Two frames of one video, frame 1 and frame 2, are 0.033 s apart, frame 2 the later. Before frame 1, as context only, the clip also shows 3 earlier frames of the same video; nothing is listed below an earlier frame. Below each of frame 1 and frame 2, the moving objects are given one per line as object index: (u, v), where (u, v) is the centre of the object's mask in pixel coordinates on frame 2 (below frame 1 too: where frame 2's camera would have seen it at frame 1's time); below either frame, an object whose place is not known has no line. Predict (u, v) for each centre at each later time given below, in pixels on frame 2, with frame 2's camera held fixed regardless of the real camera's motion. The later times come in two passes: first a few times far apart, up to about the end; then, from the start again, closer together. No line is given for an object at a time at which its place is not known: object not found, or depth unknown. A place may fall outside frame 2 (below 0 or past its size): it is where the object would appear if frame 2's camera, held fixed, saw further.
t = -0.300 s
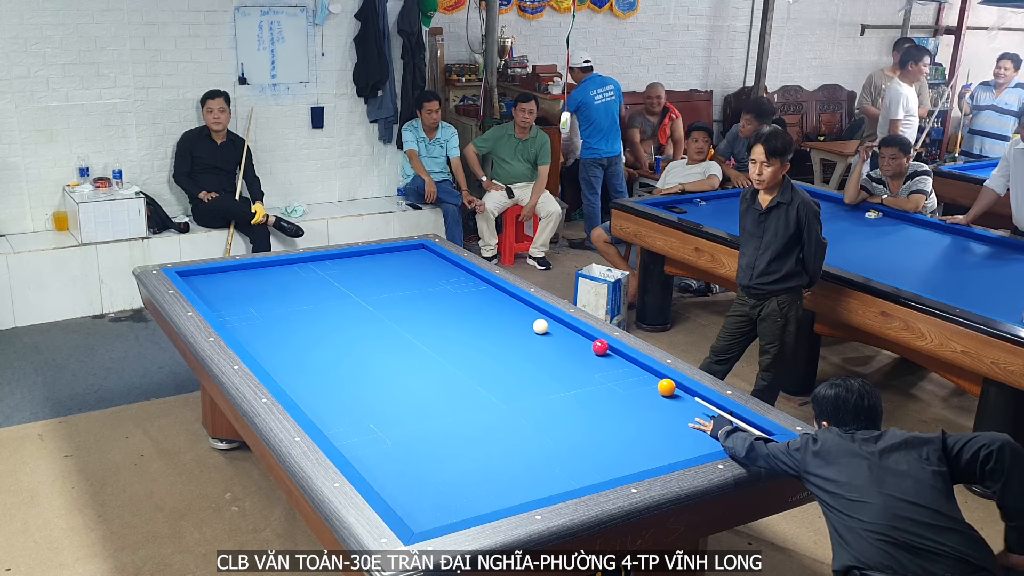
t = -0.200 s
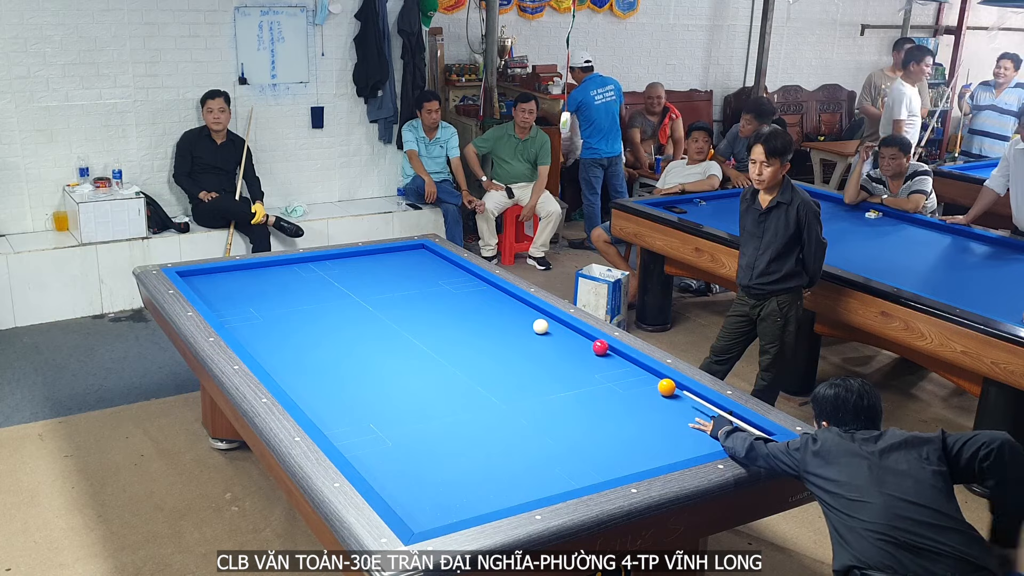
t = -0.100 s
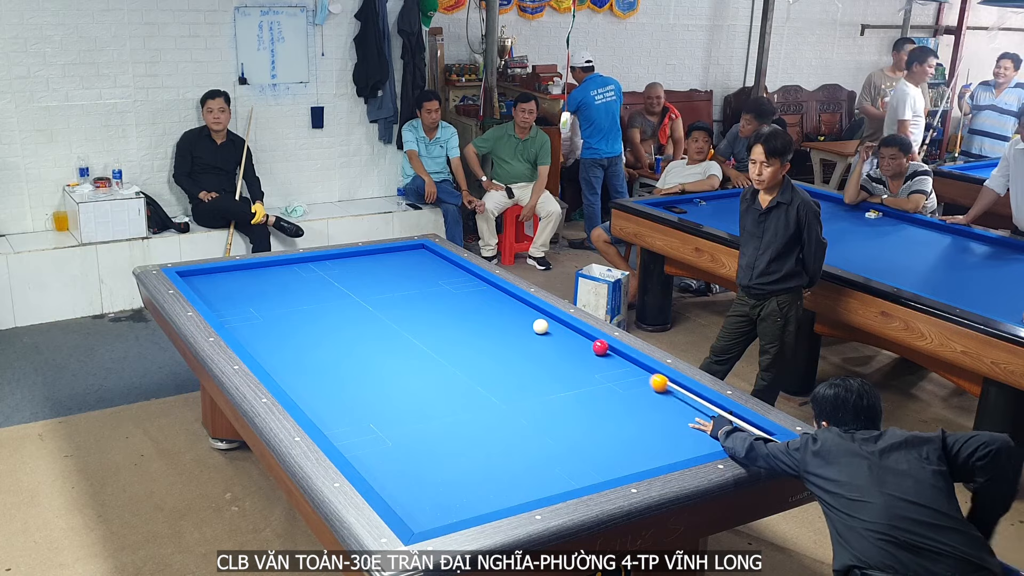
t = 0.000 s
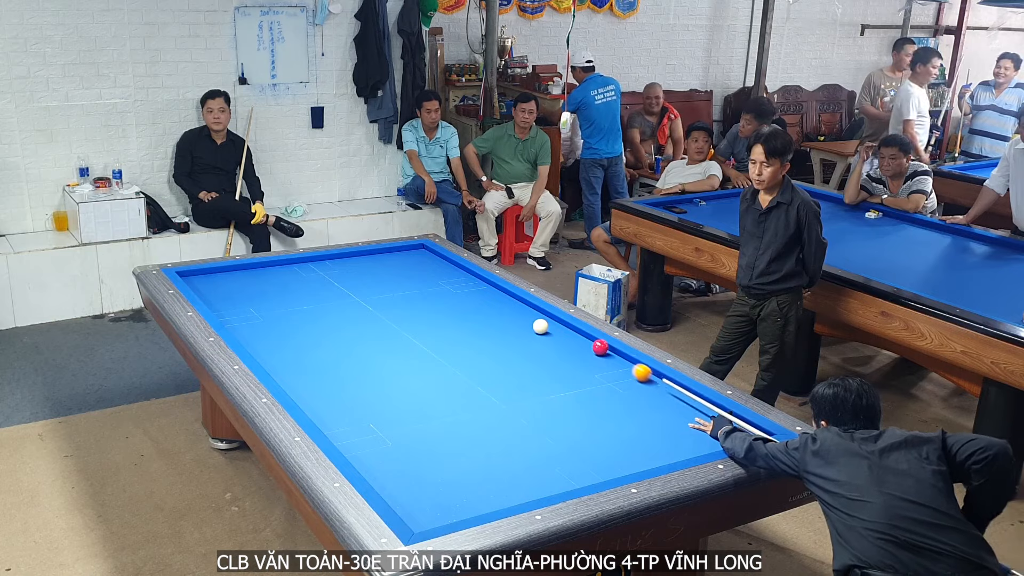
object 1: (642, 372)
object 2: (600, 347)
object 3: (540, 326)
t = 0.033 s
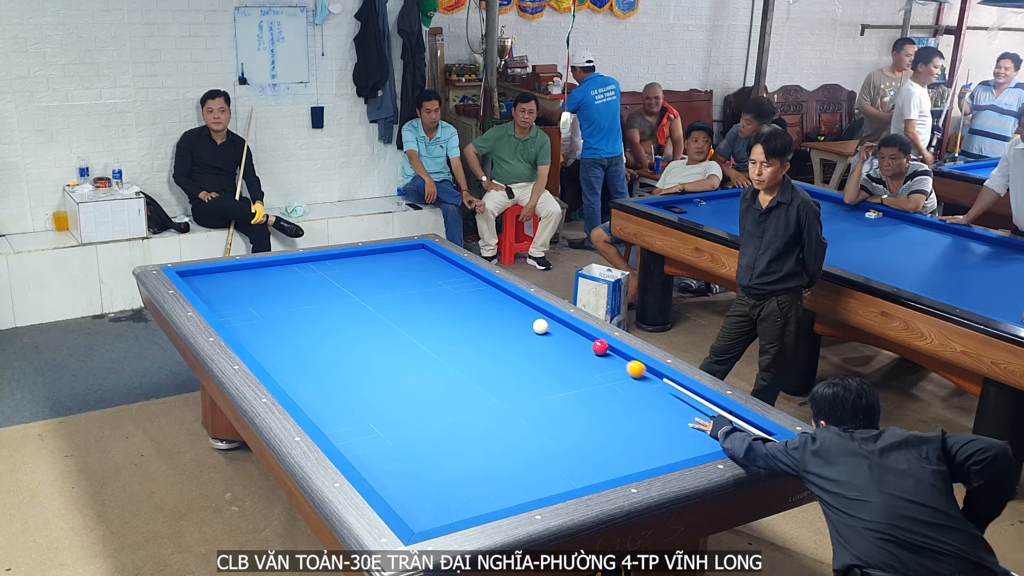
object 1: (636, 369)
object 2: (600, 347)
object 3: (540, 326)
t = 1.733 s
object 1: (555, 328)
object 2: (474, 281)
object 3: (536, 325)
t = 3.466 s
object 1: (550, 320)
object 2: (417, 256)
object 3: (506, 319)
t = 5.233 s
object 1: (547, 319)
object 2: (450, 280)
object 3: (502, 318)
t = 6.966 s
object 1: (547, 319)
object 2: (474, 298)
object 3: (501, 318)
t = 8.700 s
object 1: (547, 319)
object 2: (484, 305)
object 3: (501, 318)
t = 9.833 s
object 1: (547, 319)
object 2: (484, 305)
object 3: (501, 318)
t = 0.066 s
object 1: (630, 366)
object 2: (600, 347)
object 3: (540, 326)
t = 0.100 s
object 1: (625, 363)
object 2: (600, 347)
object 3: (540, 326)
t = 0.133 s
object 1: (620, 360)
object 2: (600, 347)
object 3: (540, 326)
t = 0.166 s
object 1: (615, 357)
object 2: (600, 347)
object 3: (540, 326)
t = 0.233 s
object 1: (608, 353)
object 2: (596, 344)
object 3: (540, 326)
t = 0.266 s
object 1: (607, 353)
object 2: (593, 342)
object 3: (540, 326)
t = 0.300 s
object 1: (606, 352)
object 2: (589, 340)
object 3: (540, 326)
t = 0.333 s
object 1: (604, 352)
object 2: (586, 338)
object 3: (540, 326)
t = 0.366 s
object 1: (603, 351)
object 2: (583, 336)
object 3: (540, 326)
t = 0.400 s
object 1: (601, 350)
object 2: (580, 334)
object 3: (540, 326)
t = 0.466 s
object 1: (598, 349)
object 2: (574, 331)
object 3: (540, 326)
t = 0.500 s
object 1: (597, 348)
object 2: (571, 329)
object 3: (540, 326)
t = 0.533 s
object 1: (595, 348)
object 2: (567, 328)
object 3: (540, 326)
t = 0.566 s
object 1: (594, 347)
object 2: (564, 326)
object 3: (540, 326)
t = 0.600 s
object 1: (593, 346)
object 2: (561, 325)
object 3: (540, 326)
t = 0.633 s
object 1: (591, 346)
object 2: (558, 323)
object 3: (540, 326)
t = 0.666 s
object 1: (589, 345)
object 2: (555, 322)
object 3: (540, 326)
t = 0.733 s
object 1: (586, 344)
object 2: (550, 318)
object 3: (540, 326)
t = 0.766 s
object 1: (585, 343)
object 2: (547, 316)
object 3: (540, 326)
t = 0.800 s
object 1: (584, 342)
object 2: (544, 314)
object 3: (540, 326)
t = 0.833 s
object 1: (582, 342)
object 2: (541, 313)
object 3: (540, 326)
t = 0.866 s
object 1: (581, 341)
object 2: (538, 313)
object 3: (540, 326)
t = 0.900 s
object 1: (580, 341)
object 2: (535, 312)
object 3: (540, 326)
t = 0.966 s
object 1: (577, 339)
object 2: (530, 309)
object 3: (540, 326)
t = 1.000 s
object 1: (576, 339)
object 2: (527, 308)
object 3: (540, 326)
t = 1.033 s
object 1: (574, 338)
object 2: (524, 306)
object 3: (540, 326)
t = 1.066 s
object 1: (573, 338)
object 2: (522, 305)
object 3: (540, 326)
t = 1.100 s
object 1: (572, 337)
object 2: (519, 304)
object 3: (540, 326)
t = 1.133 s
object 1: (570, 336)
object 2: (516, 302)
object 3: (540, 326)
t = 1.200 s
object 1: (568, 335)
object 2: (511, 300)
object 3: (540, 326)
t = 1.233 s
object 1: (566, 335)
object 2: (509, 299)
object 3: (540, 326)
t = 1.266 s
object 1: (565, 334)
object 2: (506, 297)
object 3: (540, 326)
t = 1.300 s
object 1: (564, 334)
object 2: (504, 296)
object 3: (540, 326)
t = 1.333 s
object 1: (563, 333)
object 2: (501, 295)
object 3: (540, 326)
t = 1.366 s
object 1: (562, 333)
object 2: (499, 294)
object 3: (540, 326)
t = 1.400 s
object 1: (560, 332)
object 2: (496, 293)
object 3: (540, 326)
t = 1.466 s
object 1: (558, 331)
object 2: (492, 290)
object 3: (540, 326)
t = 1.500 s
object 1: (557, 330)
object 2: (489, 289)
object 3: (540, 326)
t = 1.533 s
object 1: (555, 330)
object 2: (487, 288)
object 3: (540, 326)
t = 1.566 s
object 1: (555, 329)
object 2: (485, 287)
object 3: (540, 326)
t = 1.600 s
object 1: (554, 329)
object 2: (483, 286)
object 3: (539, 326)
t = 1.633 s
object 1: (554, 329)
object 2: (480, 285)
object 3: (538, 326)
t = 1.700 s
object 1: (554, 328)
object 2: (476, 283)
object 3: (537, 326)
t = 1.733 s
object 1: (555, 328)
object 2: (474, 281)
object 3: (536, 325)
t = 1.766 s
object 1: (555, 328)
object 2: (472, 280)
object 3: (535, 325)
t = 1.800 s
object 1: (555, 327)
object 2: (469, 279)
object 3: (534, 325)
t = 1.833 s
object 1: (555, 327)
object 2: (467, 278)
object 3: (533, 325)
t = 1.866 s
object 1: (555, 327)
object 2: (465, 277)
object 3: (533, 325)
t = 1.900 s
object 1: (555, 327)
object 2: (463, 276)
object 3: (532, 325)
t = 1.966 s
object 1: (555, 326)
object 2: (459, 274)
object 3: (530, 324)
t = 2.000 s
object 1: (555, 326)
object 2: (457, 273)
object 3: (529, 324)
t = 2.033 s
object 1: (555, 326)
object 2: (455, 272)
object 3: (529, 324)
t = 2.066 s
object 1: (555, 325)
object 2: (453, 271)
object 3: (528, 324)
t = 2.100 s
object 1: (555, 325)
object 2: (451, 270)
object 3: (527, 324)
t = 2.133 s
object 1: (555, 325)
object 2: (449, 269)
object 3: (527, 324)
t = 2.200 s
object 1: (555, 324)
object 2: (445, 267)
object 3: (525, 323)
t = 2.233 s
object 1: (555, 324)
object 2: (443, 266)
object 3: (525, 323)
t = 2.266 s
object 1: (555, 324)
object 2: (441, 265)
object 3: (524, 323)
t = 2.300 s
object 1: (555, 324)
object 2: (439, 264)
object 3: (523, 323)
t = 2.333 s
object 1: (555, 323)
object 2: (437, 263)
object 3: (522, 323)
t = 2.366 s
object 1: (555, 323)
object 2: (435, 263)
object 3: (522, 323)
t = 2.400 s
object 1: (555, 323)
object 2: (433, 262)
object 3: (521, 323)
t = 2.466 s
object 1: (555, 323)
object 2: (430, 260)
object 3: (520, 322)
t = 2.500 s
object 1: (555, 322)
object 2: (428, 259)
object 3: (519, 322)
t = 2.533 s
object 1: (555, 322)
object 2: (426, 258)
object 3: (519, 322)
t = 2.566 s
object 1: (555, 322)
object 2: (425, 257)
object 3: (518, 322)
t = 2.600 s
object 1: (555, 322)
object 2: (423, 256)
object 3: (518, 322)
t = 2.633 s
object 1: (555, 322)
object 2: (421, 255)
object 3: (517, 322)
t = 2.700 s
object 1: (555, 321)
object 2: (418, 254)
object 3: (516, 321)
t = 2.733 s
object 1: (555, 321)
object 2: (416, 253)
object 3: (515, 321)
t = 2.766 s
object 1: (555, 321)
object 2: (414, 252)
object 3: (515, 321)
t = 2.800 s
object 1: (555, 321)
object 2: (413, 251)
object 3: (514, 321)
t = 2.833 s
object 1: (555, 321)
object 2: (411, 250)
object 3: (514, 321)
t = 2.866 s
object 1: (554, 320)
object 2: (409, 250)
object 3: (513, 321)
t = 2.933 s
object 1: (554, 320)
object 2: (406, 248)
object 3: (512, 321)
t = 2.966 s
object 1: (554, 320)
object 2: (406, 248)
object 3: (512, 321)
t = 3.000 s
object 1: (553, 320)
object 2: (407, 249)
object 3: (512, 321)
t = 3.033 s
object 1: (553, 320)
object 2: (408, 249)
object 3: (511, 320)
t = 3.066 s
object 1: (553, 320)
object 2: (409, 250)
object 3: (511, 320)
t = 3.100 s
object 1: (552, 320)
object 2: (409, 250)
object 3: (510, 320)
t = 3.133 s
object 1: (552, 320)
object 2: (410, 251)
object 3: (510, 320)
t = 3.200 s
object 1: (552, 320)
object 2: (412, 252)
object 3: (509, 320)
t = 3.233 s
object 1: (552, 320)
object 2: (412, 252)
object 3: (509, 320)
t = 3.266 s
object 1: (551, 320)
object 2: (413, 253)
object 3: (508, 320)
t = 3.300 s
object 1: (551, 320)
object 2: (414, 253)
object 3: (508, 320)
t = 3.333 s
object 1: (551, 320)
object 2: (414, 254)
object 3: (508, 320)
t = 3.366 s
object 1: (551, 320)
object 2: (415, 255)
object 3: (507, 320)
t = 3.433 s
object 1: (550, 320)
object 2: (417, 256)
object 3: (507, 320)
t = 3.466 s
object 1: (550, 320)
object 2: (417, 256)
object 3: (506, 319)
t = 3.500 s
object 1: (549, 320)
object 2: (418, 257)
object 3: (506, 319)
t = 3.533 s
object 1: (549, 319)
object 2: (419, 257)
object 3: (506, 319)
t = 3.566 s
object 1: (549, 319)
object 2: (419, 257)
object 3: (506, 319)
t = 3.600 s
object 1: (549, 319)
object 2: (420, 258)
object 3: (505, 319)
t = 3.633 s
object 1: (549, 319)
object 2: (421, 259)
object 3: (505, 319)
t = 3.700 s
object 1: (549, 319)
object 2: (422, 260)
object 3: (504, 319)
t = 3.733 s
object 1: (549, 319)
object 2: (423, 260)
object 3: (504, 319)
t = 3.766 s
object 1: (548, 319)
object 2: (423, 261)
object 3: (504, 319)
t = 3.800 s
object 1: (548, 319)
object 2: (424, 261)
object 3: (504, 319)
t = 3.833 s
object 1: (548, 319)
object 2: (425, 262)
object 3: (504, 319)
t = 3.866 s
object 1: (548, 319)
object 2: (426, 262)
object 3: (503, 319)
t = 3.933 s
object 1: (548, 319)
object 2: (427, 263)
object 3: (503, 319)
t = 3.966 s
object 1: (548, 319)
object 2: (428, 263)
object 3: (503, 319)
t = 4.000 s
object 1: (548, 319)
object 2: (428, 264)
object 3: (503, 319)
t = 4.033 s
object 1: (548, 319)
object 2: (429, 264)
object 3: (503, 319)
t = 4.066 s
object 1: (547, 319)
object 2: (430, 265)
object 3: (503, 318)
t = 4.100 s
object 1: (548, 319)
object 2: (430, 265)
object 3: (502, 318)
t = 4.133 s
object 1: (547, 319)
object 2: (431, 266)
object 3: (502, 319)
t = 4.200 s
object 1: (547, 319)
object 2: (432, 267)
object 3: (502, 318)
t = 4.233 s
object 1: (547, 319)
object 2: (433, 267)
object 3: (502, 318)
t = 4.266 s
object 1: (547, 319)
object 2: (433, 268)
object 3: (502, 318)
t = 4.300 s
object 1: (547, 319)
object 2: (434, 268)
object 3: (502, 318)
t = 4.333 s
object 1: (547, 319)
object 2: (435, 269)
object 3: (502, 318)
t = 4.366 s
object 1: (547, 319)
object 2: (435, 269)
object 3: (502, 318)
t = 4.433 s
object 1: (547, 319)
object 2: (437, 270)
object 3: (502, 318)
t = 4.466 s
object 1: (547, 319)
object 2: (437, 270)
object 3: (501, 318)
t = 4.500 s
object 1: (547, 319)
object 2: (438, 271)
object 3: (501, 318)
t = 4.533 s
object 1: (547, 319)
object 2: (438, 271)
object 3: (501, 318)
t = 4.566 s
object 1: (547, 319)
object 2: (439, 272)
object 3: (501, 318)
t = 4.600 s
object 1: (547, 319)
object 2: (440, 272)
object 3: (501, 318)
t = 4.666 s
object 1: (547, 319)
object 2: (441, 273)
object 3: (501, 318)
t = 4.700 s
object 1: (547, 319)
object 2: (441, 274)
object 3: (502, 318)
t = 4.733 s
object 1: (547, 319)
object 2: (442, 274)
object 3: (502, 318)
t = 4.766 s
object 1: (547, 319)
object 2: (443, 275)
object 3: (502, 318)
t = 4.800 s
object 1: (547, 319)
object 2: (443, 275)
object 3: (502, 318)
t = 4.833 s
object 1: (547, 319)
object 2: (444, 275)
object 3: (502, 318)
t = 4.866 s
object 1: (547, 319)
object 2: (444, 276)
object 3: (502, 318)
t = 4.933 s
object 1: (547, 319)
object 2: (445, 277)
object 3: (502, 318)
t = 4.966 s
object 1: (547, 319)
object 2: (446, 277)
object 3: (502, 318)
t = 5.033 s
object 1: (547, 319)
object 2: (446, 278)
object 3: (501, 318)
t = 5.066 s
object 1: (547, 319)
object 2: (447, 278)
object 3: (501, 318)
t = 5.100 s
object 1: (547, 319)
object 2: (448, 279)
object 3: (502, 318)
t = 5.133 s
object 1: (547, 319)
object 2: (448, 279)
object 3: (502, 318)
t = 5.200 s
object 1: (547, 319)
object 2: (449, 280)
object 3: (502, 318)
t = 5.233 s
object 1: (547, 319)
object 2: (450, 280)
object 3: (502, 318)
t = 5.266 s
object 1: (547, 319)
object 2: (450, 281)
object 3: (502, 318)
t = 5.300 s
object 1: (547, 319)
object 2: (451, 281)
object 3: (502, 318)
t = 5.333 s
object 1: (547, 319)
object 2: (452, 281)
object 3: (501, 318)
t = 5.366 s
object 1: (547, 319)
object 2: (452, 282)
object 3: (501, 318)
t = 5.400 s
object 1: (547, 319)
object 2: (453, 282)
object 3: (501, 318)
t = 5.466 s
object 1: (547, 319)
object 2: (454, 283)
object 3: (501, 318)
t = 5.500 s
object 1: (547, 319)
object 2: (454, 283)
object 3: (501, 318)
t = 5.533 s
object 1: (547, 319)
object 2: (455, 284)
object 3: (501, 318)
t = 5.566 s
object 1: (547, 319)
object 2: (455, 284)
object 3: (501, 318)
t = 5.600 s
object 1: (547, 319)
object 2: (456, 285)
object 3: (501, 318)
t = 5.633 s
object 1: (547, 319)
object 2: (456, 285)
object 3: (501, 318)
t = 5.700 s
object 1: (547, 319)
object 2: (457, 286)
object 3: (501, 318)
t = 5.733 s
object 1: (547, 319)
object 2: (458, 286)
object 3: (501, 318)
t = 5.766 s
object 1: (547, 319)
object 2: (459, 286)
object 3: (501, 318)
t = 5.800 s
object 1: (547, 319)
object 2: (459, 287)
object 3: (502, 318)
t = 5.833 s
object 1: (547, 319)
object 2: (459, 287)
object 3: (501, 318)
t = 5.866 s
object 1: (547, 319)
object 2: (460, 288)
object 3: (501, 318)
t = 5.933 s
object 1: (547, 319)
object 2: (461, 288)
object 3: (501, 318)
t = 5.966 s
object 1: (547, 319)
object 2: (461, 289)
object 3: (501, 318)
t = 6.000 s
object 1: (547, 319)
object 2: (462, 289)
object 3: (501, 318)
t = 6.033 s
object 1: (547, 319)
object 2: (462, 289)
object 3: (501, 318)
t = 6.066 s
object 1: (547, 319)
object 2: (463, 290)
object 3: (501, 318)
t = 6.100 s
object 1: (547, 319)
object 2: (463, 290)
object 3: (501, 318)
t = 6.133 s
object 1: (547, 319)
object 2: (464, 290)
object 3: (501, 318)
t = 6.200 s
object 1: (547, 319)
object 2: (465, 291)
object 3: (501, 318)
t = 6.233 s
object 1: (547, 319)
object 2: (465, 292)
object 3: (501, 318)
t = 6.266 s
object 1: (547, 319)
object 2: (466, 292)
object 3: (501, 318)
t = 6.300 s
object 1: (547, 319)
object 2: (466, 292)
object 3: (502, 318)
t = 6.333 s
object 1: (547, 319)
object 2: (467, 292)
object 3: (501, 318)
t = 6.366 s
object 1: (547, 319)
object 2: (467, 293)
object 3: (501, 318)
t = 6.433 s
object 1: (547, 319)
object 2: (468, 293)
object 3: (501, 318)
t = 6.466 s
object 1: (547, 319)
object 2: (468, 294)
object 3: (501, 318)
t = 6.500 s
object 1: (547, 319)
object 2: (469, 294)
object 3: (501, 318)
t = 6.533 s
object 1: (547, 319)
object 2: (469, 294)
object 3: (502, 318)
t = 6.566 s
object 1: (547, 319)
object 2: (469, 294)
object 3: (501, 318)
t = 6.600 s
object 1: (547, 319)
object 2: (470, 295)
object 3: (501, 318)
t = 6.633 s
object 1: (547, 319)
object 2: (470, 295)
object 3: (502, 318)
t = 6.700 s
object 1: (547, 319)
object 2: (471, 296)
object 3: (502, 318)
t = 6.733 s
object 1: (547, 319)
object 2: (471, 296)
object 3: (502, 318)
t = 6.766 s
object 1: (547, 319)
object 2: (472, 296)
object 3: (501, 318)
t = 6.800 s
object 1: (547, 319)
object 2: (472, 296)
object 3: (501, 318)
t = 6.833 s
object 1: (547, 319)
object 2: (472, 297)
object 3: (501, 318)
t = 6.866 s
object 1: (547, 319)
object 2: (473, 297)
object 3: (501, 318)
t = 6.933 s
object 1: (547, 319)
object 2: (473, 297)
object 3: (501, 318)
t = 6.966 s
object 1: (547, 319)
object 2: (474, 298)
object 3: (501, 318)
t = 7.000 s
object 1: (547, 319)
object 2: (474, 298)
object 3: (501, 318)
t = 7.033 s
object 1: (547, 319)
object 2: (475, 298)
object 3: (501, 318)
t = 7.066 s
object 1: (547, 319)
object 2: (475, 298)
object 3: (501, 318)
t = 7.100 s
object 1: (547, 319)
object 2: (475, 299)
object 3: (501, 318)
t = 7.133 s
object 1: (547, 319)
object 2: (476, 299)
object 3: (501, 318)
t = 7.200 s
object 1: (547, 319)
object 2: (476, 299)
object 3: (501, 318)
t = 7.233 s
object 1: (547, 319)
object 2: (477, 300)
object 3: (501, 318)
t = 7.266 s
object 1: (547, 319)
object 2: (477, 300)
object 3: (501, 318)
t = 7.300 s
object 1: (547, 319)
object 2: (477, 300)
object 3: (501, 318)
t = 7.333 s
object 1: (547, 319)
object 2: (477, 300)
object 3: (501, 318)
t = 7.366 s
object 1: (547, 319)
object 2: (478, 300)
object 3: (501, 318)
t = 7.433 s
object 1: (547, 319)
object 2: (478, 301)
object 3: (501, 318)
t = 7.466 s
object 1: (547, 319)
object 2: (479, 301)
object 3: (501, 318)
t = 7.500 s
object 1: (547, 319)
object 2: (479, 301)
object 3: (501, 318)
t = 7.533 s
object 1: (547, 319)
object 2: (479, 301)
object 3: (501, 318)
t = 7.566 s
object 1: (547, 319)
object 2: (479, 301)
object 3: (501, 318)
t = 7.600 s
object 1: (547, 319)
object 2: (479, 302)
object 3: (501, 318)
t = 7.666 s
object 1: (547, 319)
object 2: (480, 302)
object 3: (501, 318)
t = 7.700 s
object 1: (547, 319)
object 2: (480, 302)
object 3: (501, 318)
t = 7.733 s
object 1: (547, 319)
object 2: (480, 302)
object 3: (501, 318)
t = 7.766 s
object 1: (547, 319)
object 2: (480, 302)
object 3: (501, 318)
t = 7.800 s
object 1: (547, 319)
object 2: (481, 303)
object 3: (501, 318)
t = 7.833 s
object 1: (547, 319)
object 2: (481, 303)
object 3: (501, 318)
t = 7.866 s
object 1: (547, 319)
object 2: (481, 303)
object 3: (501, 318)
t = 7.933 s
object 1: (547, 319)
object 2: (481, 303)
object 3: (501, 318)
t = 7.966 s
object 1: (547, 319)
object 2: (482, 303)
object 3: (501, 318)
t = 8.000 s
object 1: (547, 319)
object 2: (482, 303)
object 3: (501, 318)
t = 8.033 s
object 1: (547, 319)
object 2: (482, 304)
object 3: (501, 318)
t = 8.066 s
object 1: (547, 319)
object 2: (482, 304)
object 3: (501, 318)
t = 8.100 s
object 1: (547, 319)
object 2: (482, 304)
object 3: (501, 318)
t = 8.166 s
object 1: (547, 319)
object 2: (483, 304)
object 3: (501, 318)
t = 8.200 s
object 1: (547, 319)
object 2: (483, 304)
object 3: (501, 318)
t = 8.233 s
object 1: (547, 319)
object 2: (483, 304)
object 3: (501, 318)
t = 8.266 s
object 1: (547, 319)
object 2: (483, 304)
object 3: (501, 318)
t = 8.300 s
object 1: (547, 319)
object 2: (483, 304)
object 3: (501, 318)
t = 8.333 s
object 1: (547, 319)
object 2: (483, 305)
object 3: (501, 318)
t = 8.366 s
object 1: (547, 319)
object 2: (483, 305)
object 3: (501, 318)
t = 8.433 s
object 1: (547, 319)
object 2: (483, 305)
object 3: (501, 318)
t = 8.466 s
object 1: (547, 319)
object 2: (484, 305)
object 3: (502, 318)
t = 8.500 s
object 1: (547, 319)
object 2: (484, 305)
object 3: (501, 318)
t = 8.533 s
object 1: (547, 319)
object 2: (484, 305)
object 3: (501, 318)
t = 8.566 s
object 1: (547, 319)
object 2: (484, 305)
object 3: (501, 318)
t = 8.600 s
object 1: (547, 319)
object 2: (484, 305)
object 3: (501, 318)
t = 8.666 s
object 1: (547, 319)
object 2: (484, 305)
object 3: (501, 318)
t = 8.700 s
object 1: (547, 319)
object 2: (484, 305)
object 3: (501, 318)
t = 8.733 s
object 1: (547, 319)
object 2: (484, 305)
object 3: (501, 318)
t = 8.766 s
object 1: (547, 319)
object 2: (484, 305)
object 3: (501, 318)
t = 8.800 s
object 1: (547, 319)
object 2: (484, 305)
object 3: (501, 318)
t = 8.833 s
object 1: (547, 319)
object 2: (484, 305)
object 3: (501, 318)
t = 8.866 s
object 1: (547, 319)
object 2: (484, 305)
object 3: (501, 318)
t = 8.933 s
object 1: (547, 319)
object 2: (484, 305)
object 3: (501, 318)
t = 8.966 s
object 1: (547, 319)
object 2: (484, 305)
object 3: (501, 318)
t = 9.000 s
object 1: (547, 319)
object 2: (484, 305)
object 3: (501, 318)
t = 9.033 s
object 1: (547, 319)
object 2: (484, 305)
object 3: (501, 318)
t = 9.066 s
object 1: (547, 319)
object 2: (484, 305)
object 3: (501, 318)
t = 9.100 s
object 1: (547, 319)
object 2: (484, 305)
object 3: (501, 318)
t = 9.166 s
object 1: (547, 319)
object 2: (484, 305)
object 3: (501, 318)
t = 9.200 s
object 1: (547, 319)
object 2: (484, 305)
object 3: (501, 318)
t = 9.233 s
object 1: (547, 319)
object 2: (484, 305)
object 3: (501, 318)
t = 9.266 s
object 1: (547, 319)
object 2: (484, 305)
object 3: (501, 318)
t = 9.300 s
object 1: (547, 319)
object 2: (484, 305)
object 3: (501, 318)
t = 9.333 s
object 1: (547, 319)
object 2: (484, 305)
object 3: (501, 318)
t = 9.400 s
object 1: (547, 319)
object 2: (484, 305)
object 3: (501, 318)
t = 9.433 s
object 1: (547, 319)
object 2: (484, 305)
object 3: (501, 318)
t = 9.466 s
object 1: (547, 319)
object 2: (484, 305)
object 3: (501, 318)
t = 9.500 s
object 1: (547, 319)
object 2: (484, 305)
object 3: (501, 318)
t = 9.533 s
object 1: (547, 319)
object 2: (484, 305)
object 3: (501, 318)
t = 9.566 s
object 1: (547, 319)
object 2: (484, 305)
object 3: (501, 318)
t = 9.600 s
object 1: (547, 319)
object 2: (484, 305)
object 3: (501, 318)
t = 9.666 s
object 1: (547, 319)
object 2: (484, 305)
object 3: (501, 318)
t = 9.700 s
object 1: (547, 319)
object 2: (484, 305)
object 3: (501, 318)
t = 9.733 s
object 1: (547, 319)
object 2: (484, 305)
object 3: (501, 318)
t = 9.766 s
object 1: (547, 319)
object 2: (484, 305)
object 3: (501, 318)
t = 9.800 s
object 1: (547, 319)
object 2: (484, 305)
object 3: (501, 318)
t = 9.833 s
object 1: (547, 319)
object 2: (484, 305)
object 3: (501, 318)
